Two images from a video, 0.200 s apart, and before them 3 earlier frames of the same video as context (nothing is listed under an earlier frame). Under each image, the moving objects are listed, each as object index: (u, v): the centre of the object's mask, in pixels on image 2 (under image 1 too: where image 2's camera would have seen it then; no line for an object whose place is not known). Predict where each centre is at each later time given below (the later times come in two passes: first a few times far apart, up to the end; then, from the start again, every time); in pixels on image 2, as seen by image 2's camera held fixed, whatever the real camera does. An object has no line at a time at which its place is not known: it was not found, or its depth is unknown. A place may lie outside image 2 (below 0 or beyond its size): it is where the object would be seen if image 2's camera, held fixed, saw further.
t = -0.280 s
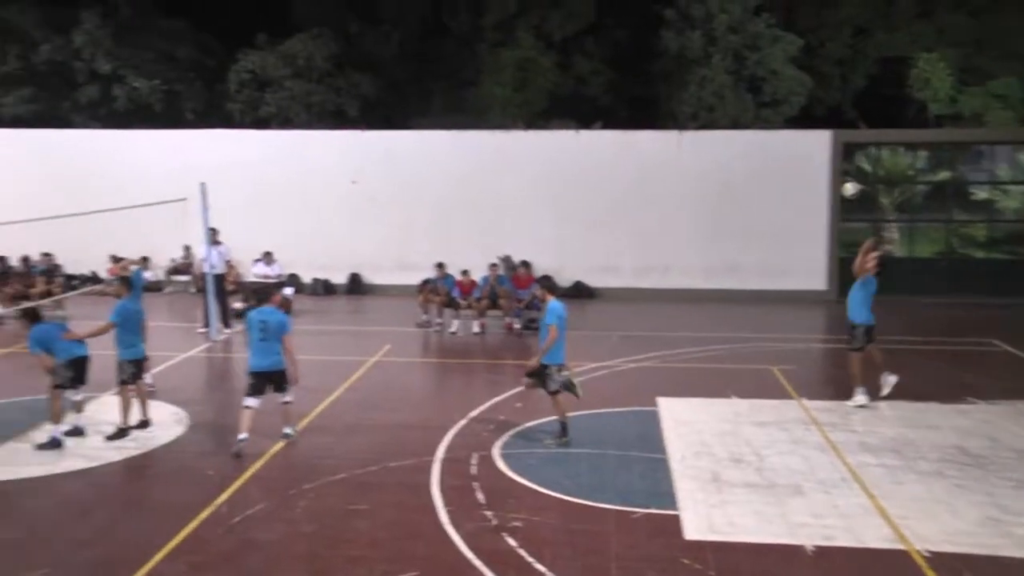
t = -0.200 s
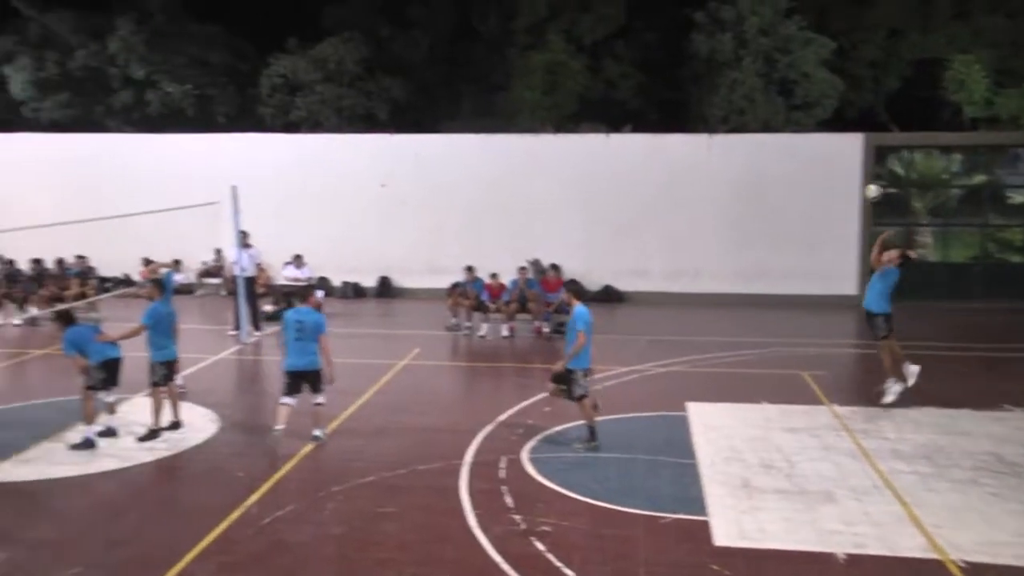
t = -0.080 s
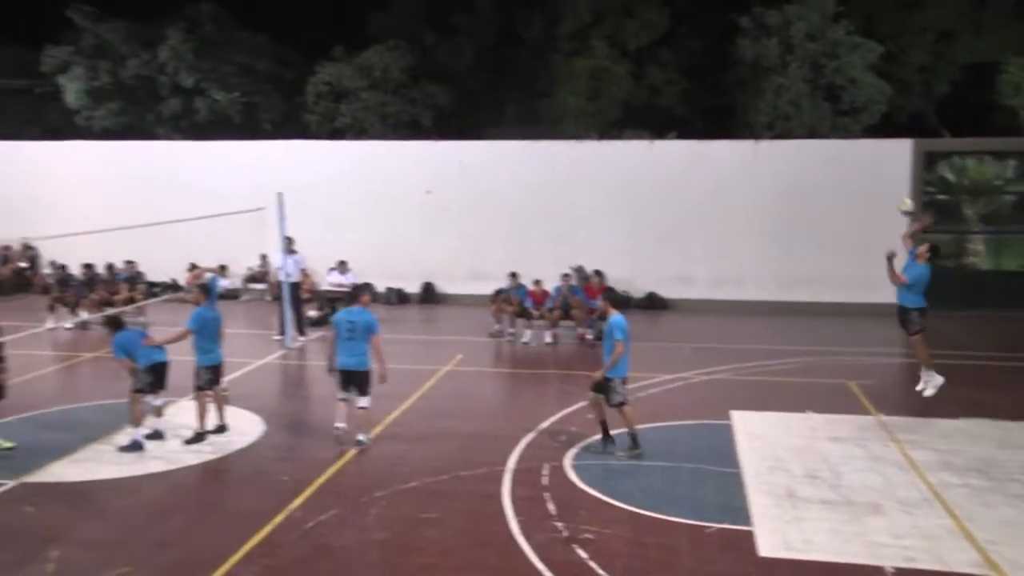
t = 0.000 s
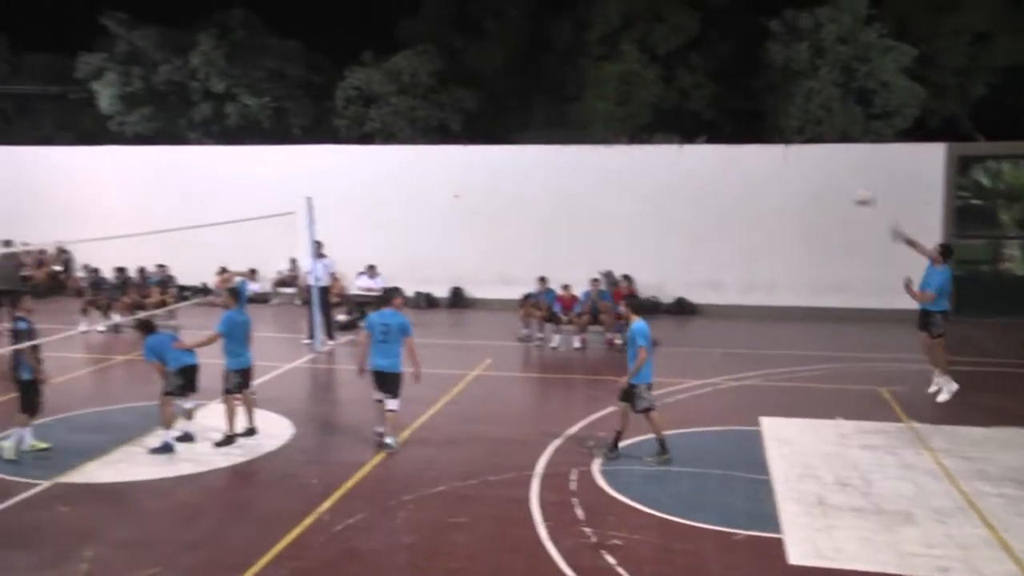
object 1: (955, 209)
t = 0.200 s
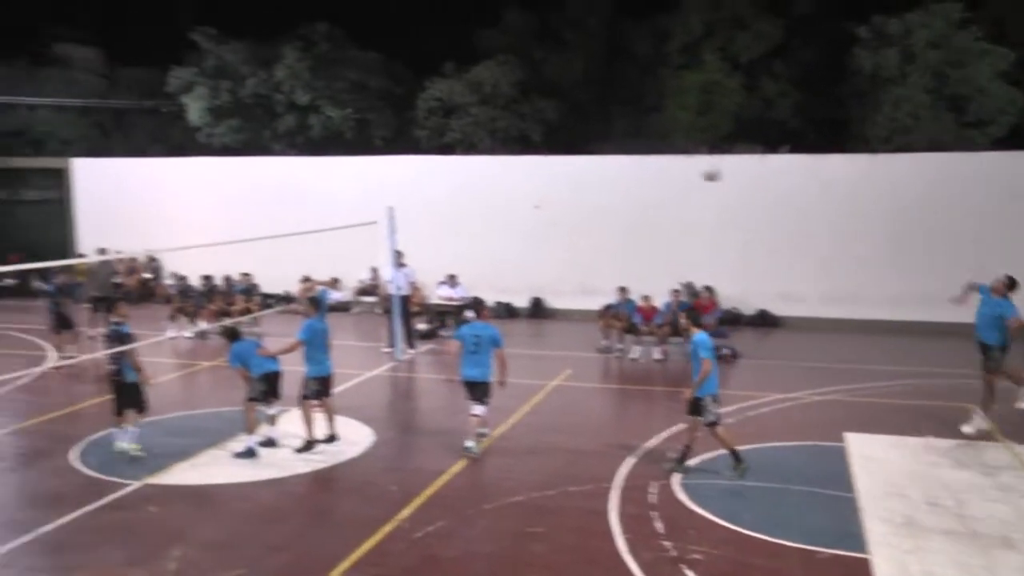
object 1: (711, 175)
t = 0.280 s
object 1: (618, 168)
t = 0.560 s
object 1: (327, 201)
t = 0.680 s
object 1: (216, 237)
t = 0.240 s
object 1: (664, 171)
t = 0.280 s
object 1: (618, 168)
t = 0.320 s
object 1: (574, 167)
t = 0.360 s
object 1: (530, 168)
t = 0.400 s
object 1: (487, 172)
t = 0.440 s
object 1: (446, 177)
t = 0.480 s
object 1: (405, 183)
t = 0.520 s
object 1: (366, 191)
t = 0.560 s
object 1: (327, 201)
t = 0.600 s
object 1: (289, 212)
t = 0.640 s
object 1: (252, 225)
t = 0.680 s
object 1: (216, 237)
